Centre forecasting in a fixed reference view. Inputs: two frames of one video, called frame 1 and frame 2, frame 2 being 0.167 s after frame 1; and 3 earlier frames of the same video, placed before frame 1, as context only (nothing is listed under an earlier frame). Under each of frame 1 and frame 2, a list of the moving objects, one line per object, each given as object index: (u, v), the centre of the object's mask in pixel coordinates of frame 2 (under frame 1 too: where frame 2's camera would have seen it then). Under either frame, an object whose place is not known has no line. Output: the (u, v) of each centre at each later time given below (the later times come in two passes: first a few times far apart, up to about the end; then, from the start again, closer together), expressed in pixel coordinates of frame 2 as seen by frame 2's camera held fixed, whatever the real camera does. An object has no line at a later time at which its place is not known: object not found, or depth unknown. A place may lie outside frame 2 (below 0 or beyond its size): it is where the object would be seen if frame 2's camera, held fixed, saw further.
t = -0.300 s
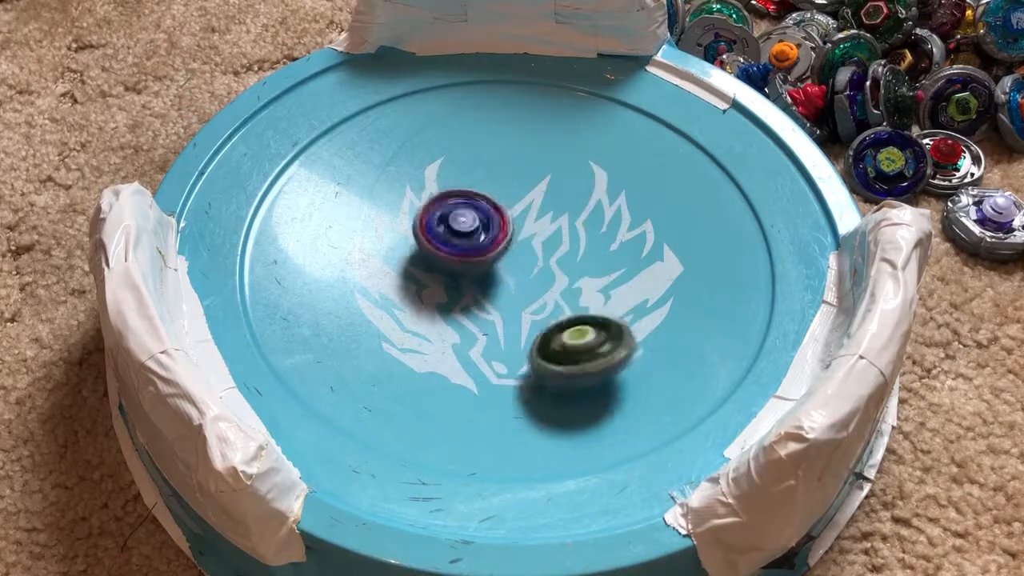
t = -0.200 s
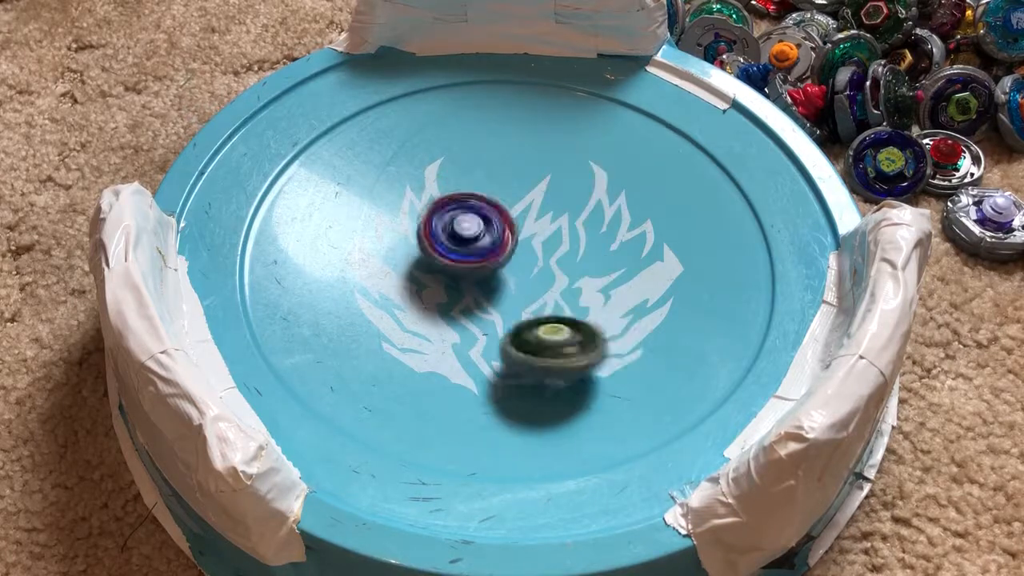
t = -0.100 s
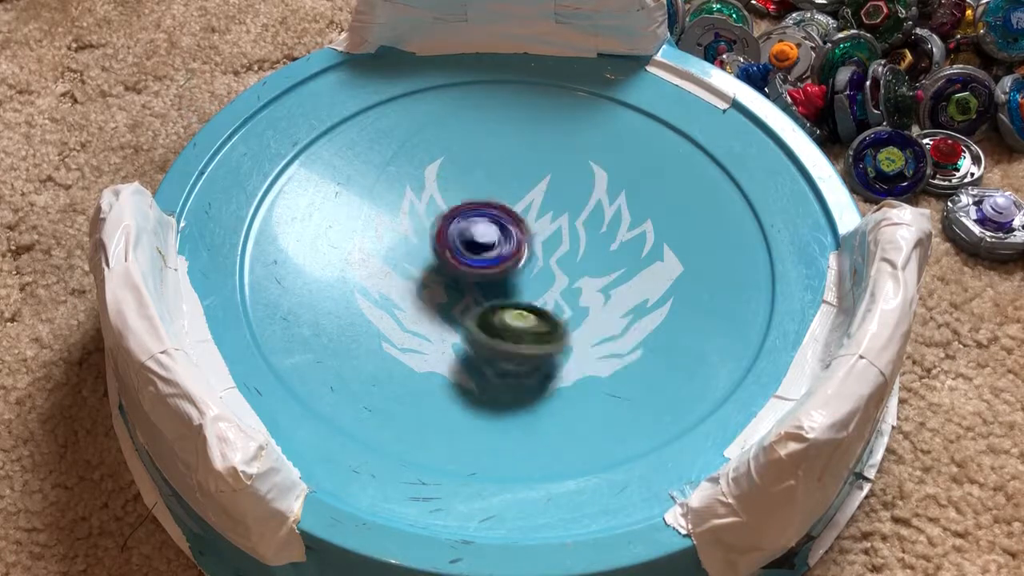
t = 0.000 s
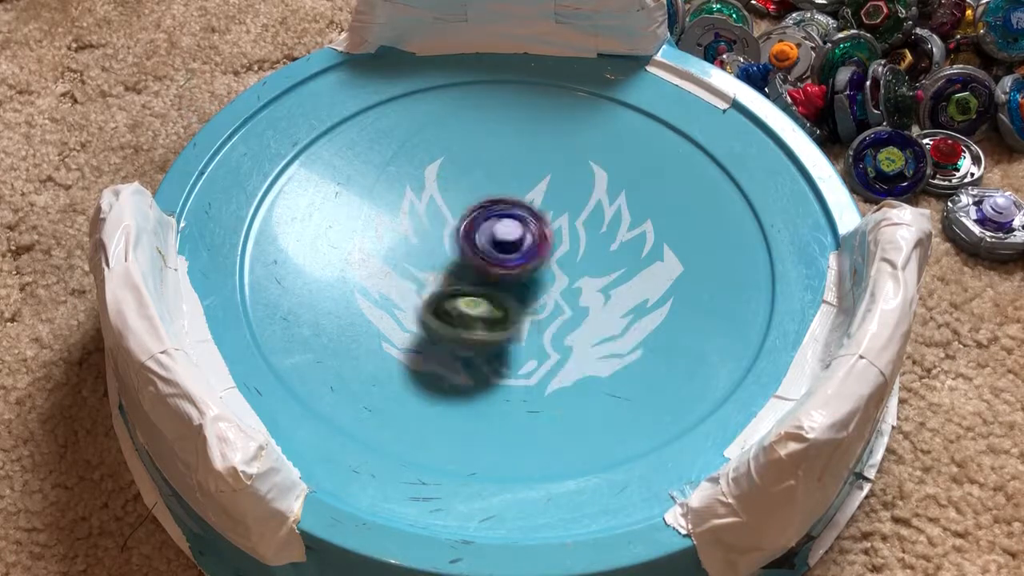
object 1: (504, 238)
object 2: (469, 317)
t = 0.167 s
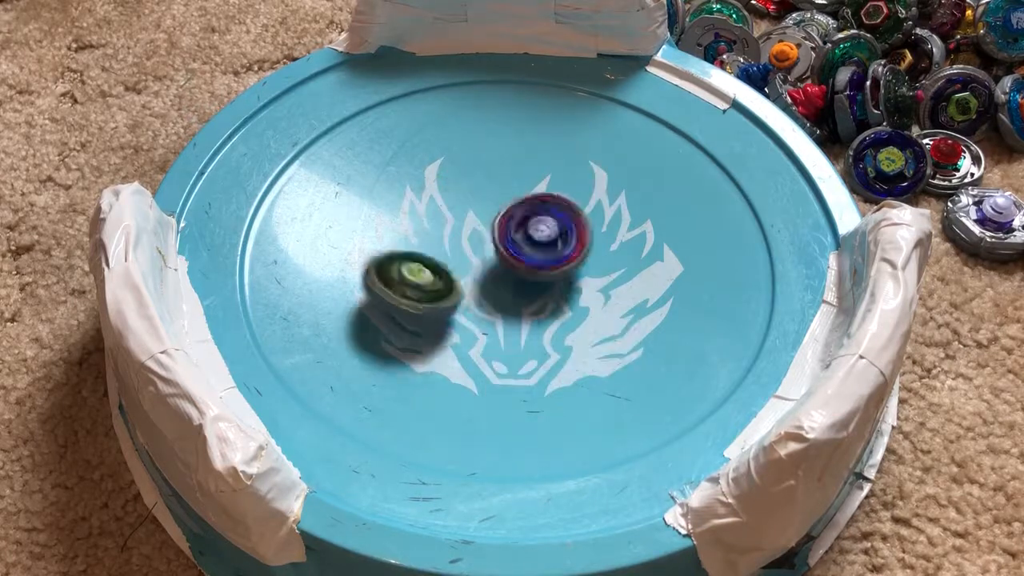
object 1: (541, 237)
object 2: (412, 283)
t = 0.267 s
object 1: (556, 233)
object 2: (395, 264)
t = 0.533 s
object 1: (567, 243)
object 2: (443, 213)
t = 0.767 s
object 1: (545, 258)
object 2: (531, 182)
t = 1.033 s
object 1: (505, 272)
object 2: (589, 203)
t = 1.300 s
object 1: (478, 263)
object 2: (594, 290)
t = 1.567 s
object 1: (490, 246)
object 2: (568, 337)
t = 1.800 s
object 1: (509, 229)
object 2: (485, 307)
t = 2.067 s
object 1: (529, 214)
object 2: (402, 263)
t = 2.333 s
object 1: (535, 241)
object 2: (432, 233)
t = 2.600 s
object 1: (528, 270)
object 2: (515, 193)
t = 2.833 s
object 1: (513, 277)
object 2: (583, 209)
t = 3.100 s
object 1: (515, 275)
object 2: (610, 267)
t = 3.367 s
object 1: (501, 259)
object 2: (579, 328)
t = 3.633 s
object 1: (505, 269)
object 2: (547, 332)
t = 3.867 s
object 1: (504, 270)
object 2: (535, 339)
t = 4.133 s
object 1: (504, 269)
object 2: (553, 336)
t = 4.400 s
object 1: (504, 270)
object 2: (541, 336)
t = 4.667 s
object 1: (504, 270)
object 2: (540, 336)
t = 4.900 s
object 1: (504, 269)
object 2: (550, 334)
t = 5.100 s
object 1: (504, 269)
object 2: (548, 334)
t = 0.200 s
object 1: (545, 236)
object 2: (404, 277)
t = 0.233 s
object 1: (550, 234)
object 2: (398, 269)
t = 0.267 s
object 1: (556, 233)
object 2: (395, 264)
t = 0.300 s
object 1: (558, 236)
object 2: (394, 257)
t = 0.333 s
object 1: (561, 237)
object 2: (395, 250)
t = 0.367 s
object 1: (564, 236)
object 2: (400, 243)
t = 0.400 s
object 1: (567, 238)
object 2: (406, 236)
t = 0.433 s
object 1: (568, 240)
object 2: (414, 232)
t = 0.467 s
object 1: (568, 241)
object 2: (422, 225)
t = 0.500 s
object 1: (568, 242)
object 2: (431, 221)
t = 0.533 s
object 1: (567, 243)
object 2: (443, 213)
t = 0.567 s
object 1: (565, 245)
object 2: (455, 208)
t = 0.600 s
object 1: (563, 246)
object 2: (467, 204)
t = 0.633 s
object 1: (560, 250)
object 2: (480, 198)
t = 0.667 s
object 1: (556, 253)
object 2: (493, 193)
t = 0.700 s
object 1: (551, 257)
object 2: (507, 188)
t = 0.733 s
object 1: (546, 259)
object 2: (520, 184)
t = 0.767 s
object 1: (545, 258)
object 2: (531, 182)
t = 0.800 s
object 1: (540, 260)
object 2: (541, 181)
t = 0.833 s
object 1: (533, 264)
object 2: (551, 181)
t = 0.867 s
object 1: (529, 266)
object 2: (559, 182)
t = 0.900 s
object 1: (526, 267)
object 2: (568, 183)
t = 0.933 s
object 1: (519, 270)
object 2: (575, 186)
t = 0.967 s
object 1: (512, 271)
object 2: (581, 190)
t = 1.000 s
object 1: (508, 271)
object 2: (587, 193)
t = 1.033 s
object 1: (505, 272)
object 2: (589, 203)
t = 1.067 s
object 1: (499, 273)
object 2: (592, 211)
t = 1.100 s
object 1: (493, 272)
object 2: (595, 219)
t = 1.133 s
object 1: (492, 271)
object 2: (595, 231)
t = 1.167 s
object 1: (489, 270)
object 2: (595, 243)
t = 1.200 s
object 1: (485, 268)
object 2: (596, 252)
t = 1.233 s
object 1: (480, 267)
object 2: (595, 267)
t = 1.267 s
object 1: (479, 264)
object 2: (595, 279)
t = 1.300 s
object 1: (478, 263)
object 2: (594, 290)
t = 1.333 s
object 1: (477, 262)
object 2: (595, 298)
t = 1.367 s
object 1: (475, 262)
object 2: (592, 309)
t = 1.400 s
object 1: (477, 258)
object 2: (588, 320)
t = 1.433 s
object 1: (479, 257)
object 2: (588, 323)
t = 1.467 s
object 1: (480, 257)
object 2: (584, 329)
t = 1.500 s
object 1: (483, 254)
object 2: (579, 336)
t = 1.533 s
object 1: (487, 248)
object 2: (573, 337)
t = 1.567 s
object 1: (490, 246)
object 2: (568, 337)
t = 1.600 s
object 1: (492, 243)
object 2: (560, 338)
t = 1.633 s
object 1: (492, 242)
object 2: (551, 335)
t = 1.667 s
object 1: (495, 236)
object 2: (539, 330)
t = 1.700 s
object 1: (498, 236)
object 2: (530, 324)
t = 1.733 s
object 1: (500, 237)
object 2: (514, 317)
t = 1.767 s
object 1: (503, 234)
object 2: (500, 312)
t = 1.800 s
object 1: (509, 229)
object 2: (485, 307)
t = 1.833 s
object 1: (514, 224)
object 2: (474, 303)
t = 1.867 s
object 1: (517, 222)
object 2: (460, 298)
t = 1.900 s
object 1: (519, 218)
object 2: (448, 292)
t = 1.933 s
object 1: (521, 218)
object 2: (433, 286)
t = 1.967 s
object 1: (525, 214)
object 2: (422, 280)
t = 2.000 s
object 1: (527, 213)
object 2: (413, 274)
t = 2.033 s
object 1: (528, 214)
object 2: (406, 269)
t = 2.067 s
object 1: (529, 214)
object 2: (402, 263)
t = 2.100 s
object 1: (530, 215)
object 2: (399, 259)
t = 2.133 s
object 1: (532, 216)
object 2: (398, 253)
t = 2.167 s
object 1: (534, 218)
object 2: (398, 251)
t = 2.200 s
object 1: (532, 222)
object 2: (401, 248)
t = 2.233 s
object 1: (532, 224)
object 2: (407, 243)
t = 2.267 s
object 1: (533, 228)
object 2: (413, 239)
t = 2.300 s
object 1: (535, 233)
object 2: (422, 237)
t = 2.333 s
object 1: (535, 241)
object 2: (432, 233)
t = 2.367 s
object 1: (535, 245)
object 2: (442, 227)
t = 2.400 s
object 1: (539, 251)
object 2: (450, 223)
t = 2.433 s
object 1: (540, 256)
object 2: (460, 216)
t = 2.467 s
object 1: (539, 260)
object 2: (472, 209)
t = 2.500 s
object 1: (537, 264)
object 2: (485, 203)
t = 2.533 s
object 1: (534, 267)
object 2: (496, 199)
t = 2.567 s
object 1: (529, 265)
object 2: (506, 197)
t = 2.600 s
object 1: (528, 270)
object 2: (515, 193)
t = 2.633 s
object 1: (526, 274)
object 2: (524, 195)
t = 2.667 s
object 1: (522, 278)
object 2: (535, 195)
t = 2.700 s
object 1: (518, 279)
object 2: (547, 197)
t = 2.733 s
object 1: (515, 280)
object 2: (559, 199)
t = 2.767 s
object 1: (514, 279)
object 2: (568, 203)
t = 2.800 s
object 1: (512, 277)
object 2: (576, 207)
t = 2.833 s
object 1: (513, 277)
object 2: (583, 209)
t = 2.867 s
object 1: (511, 279)
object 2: (590, 215)
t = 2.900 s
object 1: (511, 278)
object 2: (596, 220)
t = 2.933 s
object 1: (511, 279)
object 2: (601, 230)
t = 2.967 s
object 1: (509, 279)
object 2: (604, 236)
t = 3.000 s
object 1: (510, 278)
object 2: (607, 243)
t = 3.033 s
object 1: (510, 278)
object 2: (609, 250)
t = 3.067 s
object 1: (511, 276)
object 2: (610, 258)
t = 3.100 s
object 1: (515, 275)
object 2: (610, 267)
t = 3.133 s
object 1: (516, 273)
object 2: (607, 275)
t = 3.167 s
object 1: (513, 273)
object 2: (603, 284)
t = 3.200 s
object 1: (505, 270)
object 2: (603, 295)
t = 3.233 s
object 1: (498, 267)
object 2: (601, 303)
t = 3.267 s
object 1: (493, 263)
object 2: (594, 315)
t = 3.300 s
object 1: (494, 260)
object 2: (590, 317)
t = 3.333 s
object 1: (496, 259)
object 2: (584, 323)
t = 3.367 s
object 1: (501, 259)
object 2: (579, 328)
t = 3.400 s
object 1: (505, 262)
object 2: (574, 331)
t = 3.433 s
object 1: (506, 263)
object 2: (571, 333)
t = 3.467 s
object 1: (505, 267)
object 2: (568, 332)
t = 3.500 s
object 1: (505, 268)
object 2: (563, 334)
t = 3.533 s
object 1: (505, 268)
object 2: (560, 333)
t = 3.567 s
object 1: (505, 269)
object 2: (555, 334)
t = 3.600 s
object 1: (505, 269)
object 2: (550, 334)
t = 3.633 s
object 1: (505, 269)
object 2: (547, 332)
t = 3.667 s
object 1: (504, 269)
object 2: (543, 333)
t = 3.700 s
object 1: (504, 270)
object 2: (540, 333)
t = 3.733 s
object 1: (504, 270)
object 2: (537, 334)
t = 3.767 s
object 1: (504, 270)
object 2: (536, 338)
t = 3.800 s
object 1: (504, 270)
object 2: (535, 339)
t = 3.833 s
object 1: (504, 269)
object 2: (535, 339)
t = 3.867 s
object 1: (504, 270)
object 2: (535, 339)
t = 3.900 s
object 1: (504, 270)
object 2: (536, 335)
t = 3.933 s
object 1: (504, 270)
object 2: (537, 338)
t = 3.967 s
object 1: (504, 270)
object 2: (540, 333)
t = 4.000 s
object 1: (504, 270)
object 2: (542, 336)
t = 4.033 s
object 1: (504, 270)
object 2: (545, 337)
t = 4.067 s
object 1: (504, 270)
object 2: (549, 336)
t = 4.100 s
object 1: (504, 270)
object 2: (553, 336)
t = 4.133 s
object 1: (504, 269)
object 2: (553, 336)
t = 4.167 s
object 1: (504, 269)
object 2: (554, 336)
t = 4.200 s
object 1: (504, 270)
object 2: (552, 336)
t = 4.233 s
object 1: (504, 270)
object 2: (550, 335)
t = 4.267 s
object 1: (504, 270)
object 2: (547, 335)
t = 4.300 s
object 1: (504, 270)
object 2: (545, 335)
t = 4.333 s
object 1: (504, 270)
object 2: (543, 336)
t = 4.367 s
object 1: (504, 270)
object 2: (542, 336)
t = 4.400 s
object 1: (504, 270)
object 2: (541, 336)
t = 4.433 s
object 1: (504, 270)
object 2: (540, 336)
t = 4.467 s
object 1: (504, 270)
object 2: (539, 336)
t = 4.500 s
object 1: (504, 270)
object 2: (539, 336)
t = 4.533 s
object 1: (504, 270)
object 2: (538, 336)
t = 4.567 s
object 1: (504, 270)
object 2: (538, 336)
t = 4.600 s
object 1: (504, 270)
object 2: (539, 336)
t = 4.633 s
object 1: (504, 270)
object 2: (539, 336)
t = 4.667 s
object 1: (504, 270)
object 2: (540, 336)
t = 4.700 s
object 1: (504, 270)
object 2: (541, 335)
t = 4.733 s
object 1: (504, 270)
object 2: (542, 335)
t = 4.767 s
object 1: (504, 270)
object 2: (542, 335)
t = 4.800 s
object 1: (504, 270)
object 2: (544, 335)
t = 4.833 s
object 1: (504, 270)
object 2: (546, 335)
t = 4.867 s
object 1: (504, 270)
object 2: (548, 334)
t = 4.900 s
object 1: (504, 269)
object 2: (550, 334)
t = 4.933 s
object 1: (504, 269)
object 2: (552, 334)
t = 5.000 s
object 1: (504, 269)
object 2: (550, 334)
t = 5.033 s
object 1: (504, 269)
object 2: (549, 334)
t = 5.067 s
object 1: (504, 269)
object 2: (548, 334)
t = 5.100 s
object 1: (504, 269)
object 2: (548, 334)
